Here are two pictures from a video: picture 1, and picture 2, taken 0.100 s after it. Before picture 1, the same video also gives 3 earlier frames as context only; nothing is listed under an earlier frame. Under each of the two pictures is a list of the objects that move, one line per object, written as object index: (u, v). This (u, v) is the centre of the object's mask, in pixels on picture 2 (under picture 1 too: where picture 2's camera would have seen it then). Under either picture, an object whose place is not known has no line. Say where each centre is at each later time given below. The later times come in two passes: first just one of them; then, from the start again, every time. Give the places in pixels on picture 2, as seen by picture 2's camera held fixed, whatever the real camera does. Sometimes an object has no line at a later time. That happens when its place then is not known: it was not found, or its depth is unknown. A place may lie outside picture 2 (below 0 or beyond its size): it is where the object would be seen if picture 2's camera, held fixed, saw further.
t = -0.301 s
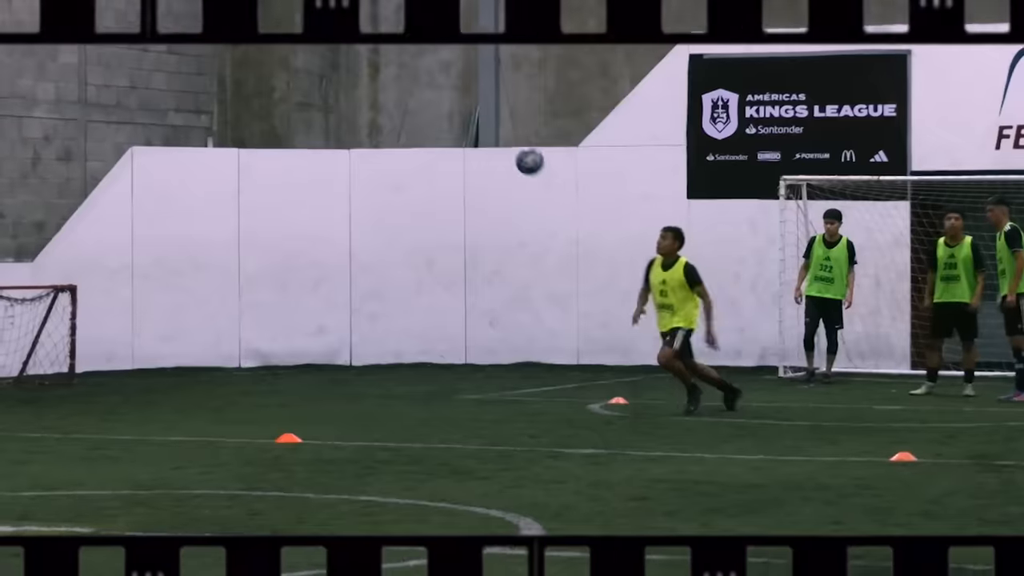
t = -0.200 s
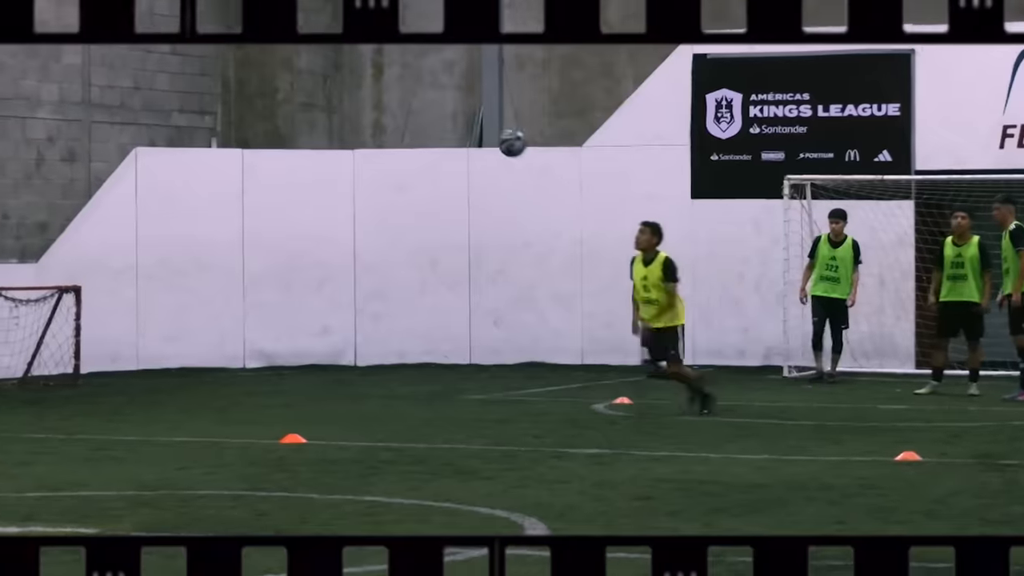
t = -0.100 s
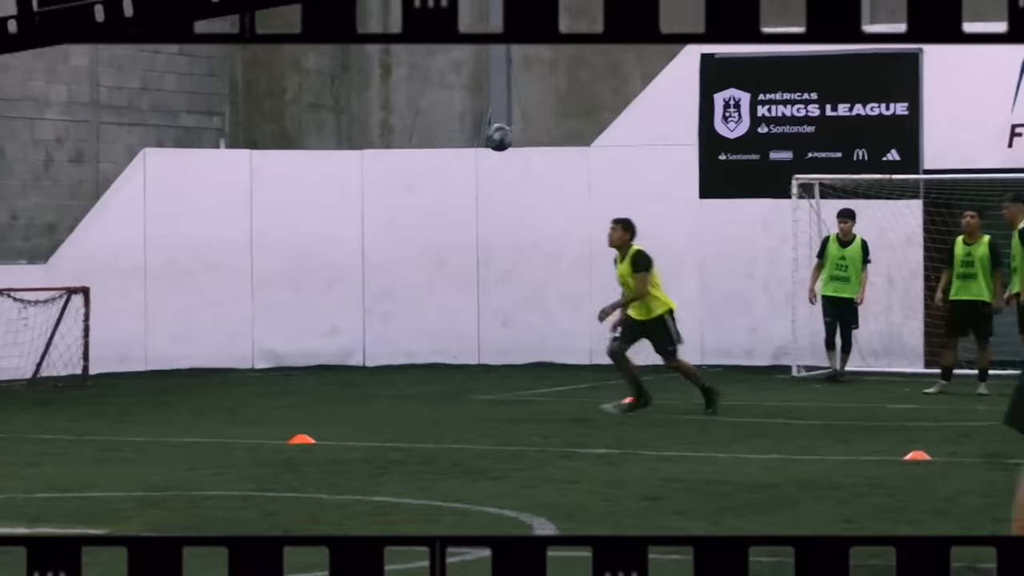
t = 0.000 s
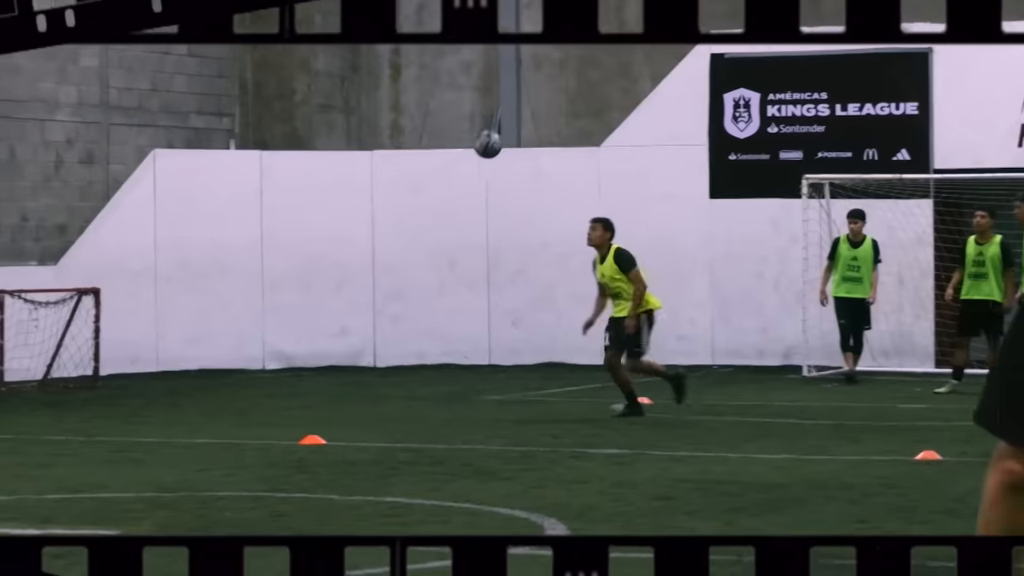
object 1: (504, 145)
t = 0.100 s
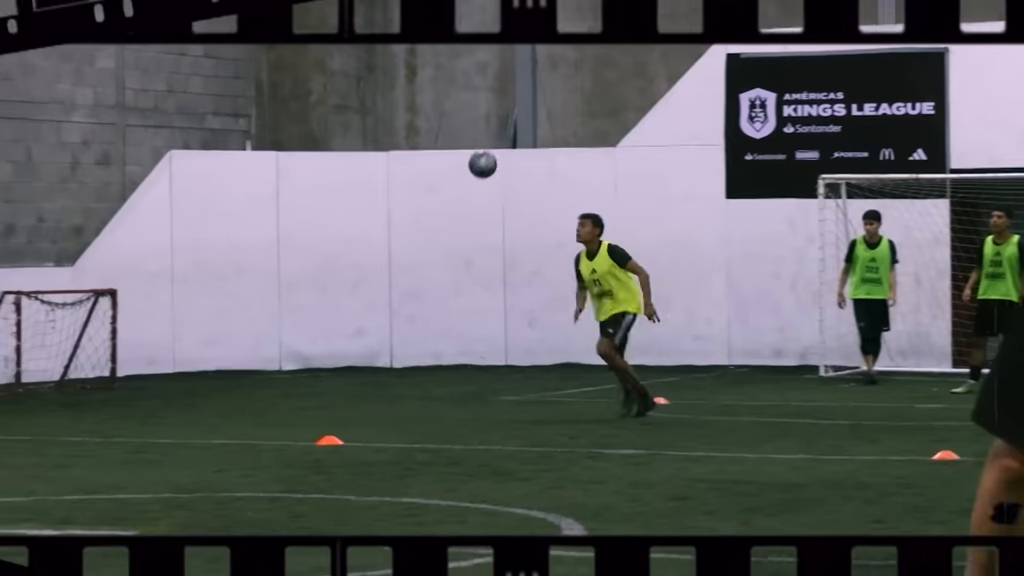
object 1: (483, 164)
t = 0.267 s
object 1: (449, 226)
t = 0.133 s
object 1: (476, 174)
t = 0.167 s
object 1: (469, 185)
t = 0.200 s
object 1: (462, 197)
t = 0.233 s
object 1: (456, 211)
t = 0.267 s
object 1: (449, 226)
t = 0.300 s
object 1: (443, 242)
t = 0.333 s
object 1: (436, 260)
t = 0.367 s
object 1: (429, 280)
